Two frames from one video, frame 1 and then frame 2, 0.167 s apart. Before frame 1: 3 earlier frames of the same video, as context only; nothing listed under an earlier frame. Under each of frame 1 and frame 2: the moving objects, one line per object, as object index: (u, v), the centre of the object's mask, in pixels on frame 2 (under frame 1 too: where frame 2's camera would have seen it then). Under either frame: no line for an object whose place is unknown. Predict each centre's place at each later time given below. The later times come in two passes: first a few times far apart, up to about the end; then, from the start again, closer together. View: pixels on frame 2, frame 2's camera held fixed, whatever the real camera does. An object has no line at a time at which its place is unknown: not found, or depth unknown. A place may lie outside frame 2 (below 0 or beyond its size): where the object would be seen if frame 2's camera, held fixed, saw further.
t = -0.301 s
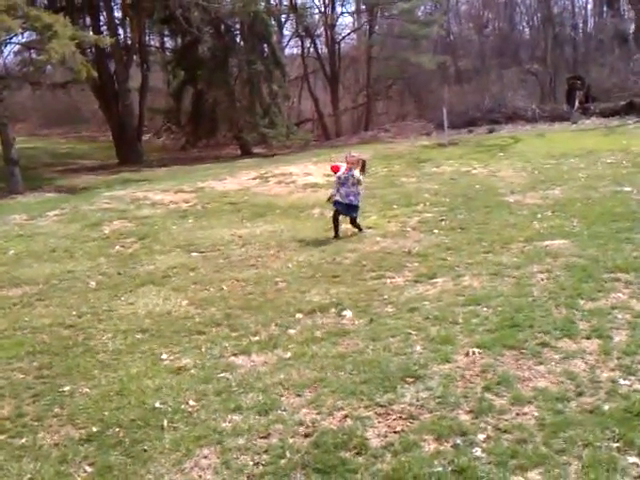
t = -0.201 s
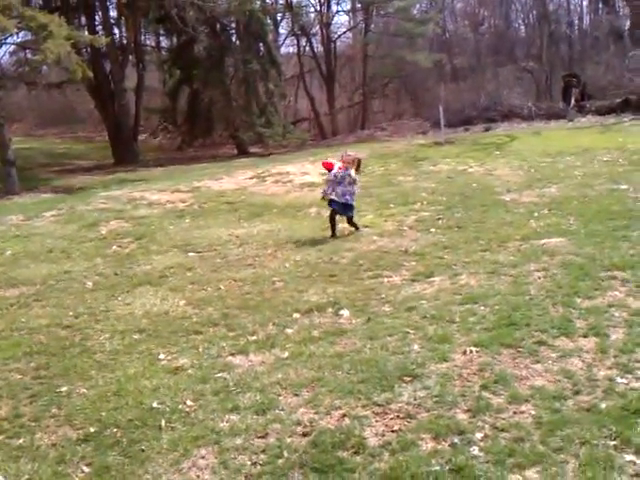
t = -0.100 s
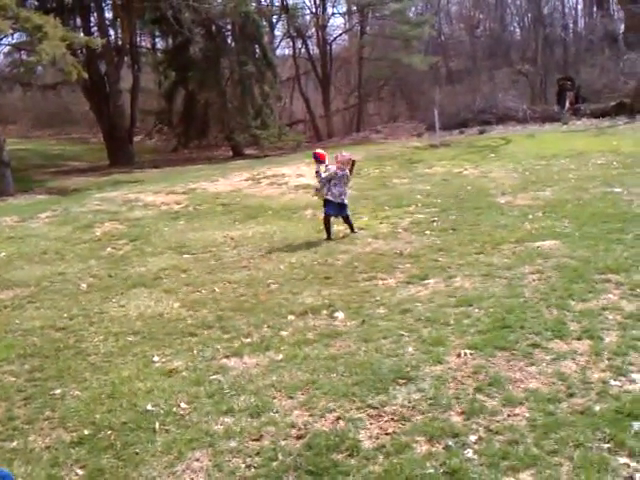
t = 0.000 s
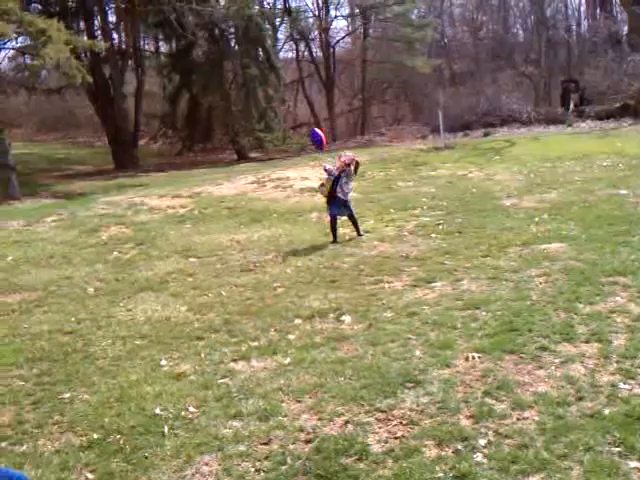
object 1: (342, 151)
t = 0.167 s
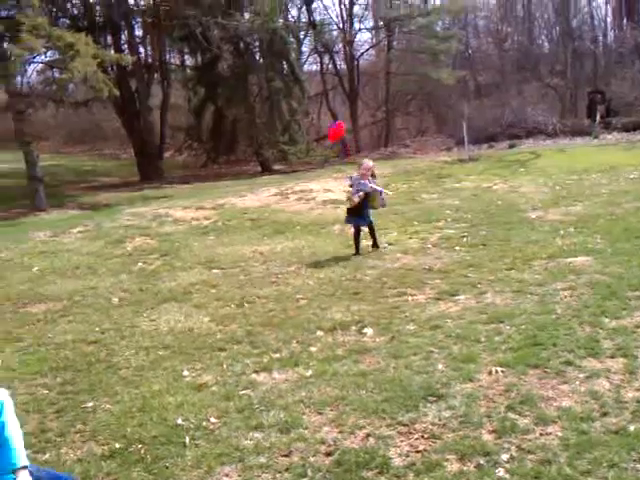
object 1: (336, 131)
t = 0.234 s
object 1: (334, 130)
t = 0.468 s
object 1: (327, 166)
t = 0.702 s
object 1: (325, 282)
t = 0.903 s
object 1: (317, 322)
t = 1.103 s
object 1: (305, 345)
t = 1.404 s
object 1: (280, 363)
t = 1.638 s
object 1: (264, 385)
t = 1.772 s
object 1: (259, 401)
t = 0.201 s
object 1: (335, 130)
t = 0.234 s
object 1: (334, 130)
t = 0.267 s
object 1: (333, 130)
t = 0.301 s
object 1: (332, 132)
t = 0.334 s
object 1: (331, 136)
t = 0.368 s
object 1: (330, 142)
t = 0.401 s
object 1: (330, 147)
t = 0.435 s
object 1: (329, 156)
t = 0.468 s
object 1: (327, 166)
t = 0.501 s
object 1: (327, 177)
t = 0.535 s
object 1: (326, 190)
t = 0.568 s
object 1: (326, 205)
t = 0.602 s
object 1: (326, 221)
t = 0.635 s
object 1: (326, 239)
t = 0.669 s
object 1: (325, 259)
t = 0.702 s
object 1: (325, 282)
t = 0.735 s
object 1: (324, 306)
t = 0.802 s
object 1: (323, 332)
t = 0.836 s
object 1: (321, 327)
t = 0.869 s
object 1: (319, 323)
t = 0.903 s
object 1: (317, 322)
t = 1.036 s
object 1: (310, 329)
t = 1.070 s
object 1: (307, 337)
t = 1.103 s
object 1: (305, 345)
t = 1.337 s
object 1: (286, 360)
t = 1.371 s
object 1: (282, 360)
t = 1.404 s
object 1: (280, 363)
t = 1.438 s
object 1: (276, 367)
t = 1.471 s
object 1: (273, 374)
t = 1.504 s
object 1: (270, 381)
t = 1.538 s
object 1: (269, 384)
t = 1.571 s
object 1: (267, 383)
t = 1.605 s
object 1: (265, 383)
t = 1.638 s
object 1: (264, 385)
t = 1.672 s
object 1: (263, 389)
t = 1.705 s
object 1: (261, 395)
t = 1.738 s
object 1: (260, 397)
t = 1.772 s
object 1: (259, 401)
